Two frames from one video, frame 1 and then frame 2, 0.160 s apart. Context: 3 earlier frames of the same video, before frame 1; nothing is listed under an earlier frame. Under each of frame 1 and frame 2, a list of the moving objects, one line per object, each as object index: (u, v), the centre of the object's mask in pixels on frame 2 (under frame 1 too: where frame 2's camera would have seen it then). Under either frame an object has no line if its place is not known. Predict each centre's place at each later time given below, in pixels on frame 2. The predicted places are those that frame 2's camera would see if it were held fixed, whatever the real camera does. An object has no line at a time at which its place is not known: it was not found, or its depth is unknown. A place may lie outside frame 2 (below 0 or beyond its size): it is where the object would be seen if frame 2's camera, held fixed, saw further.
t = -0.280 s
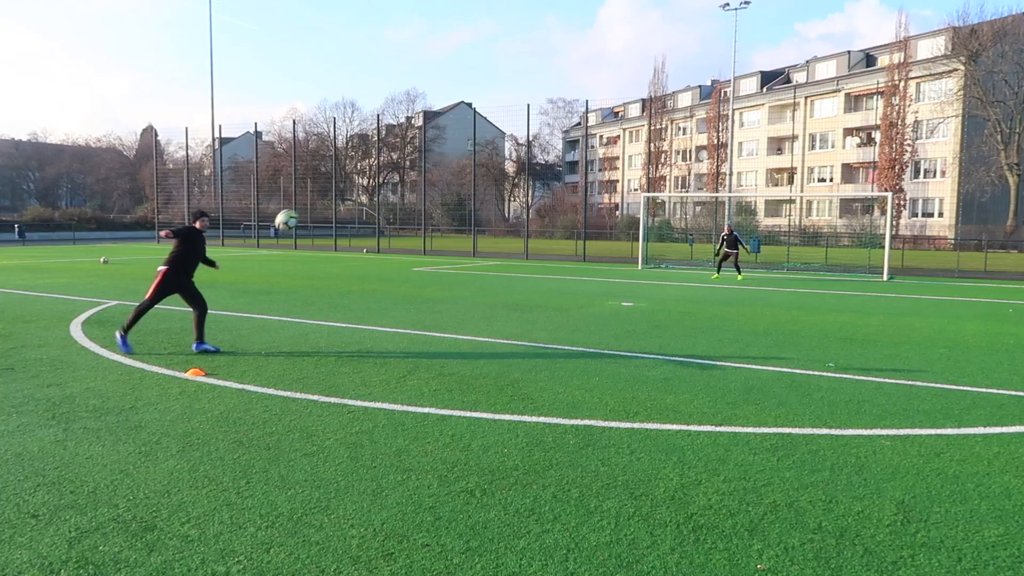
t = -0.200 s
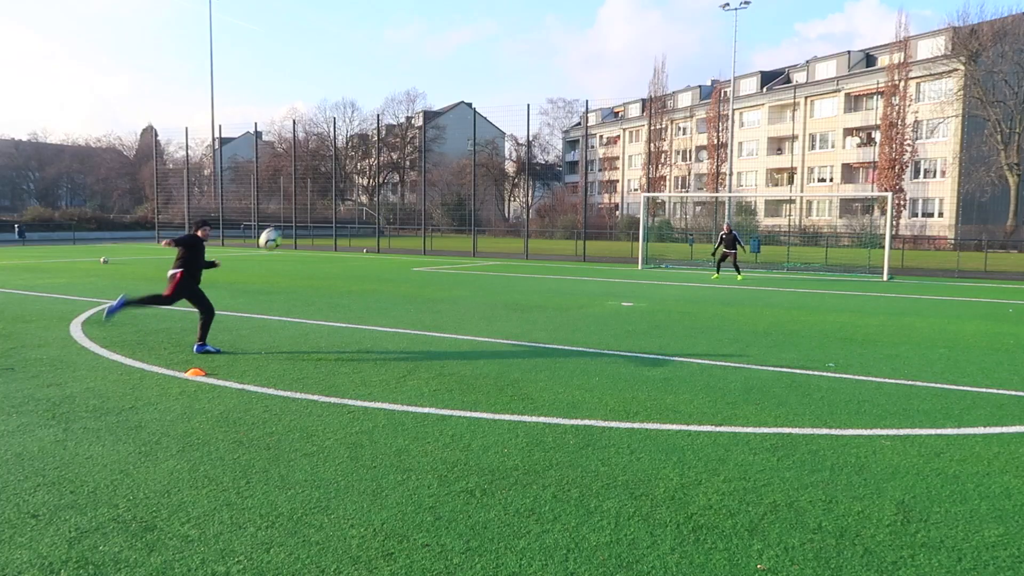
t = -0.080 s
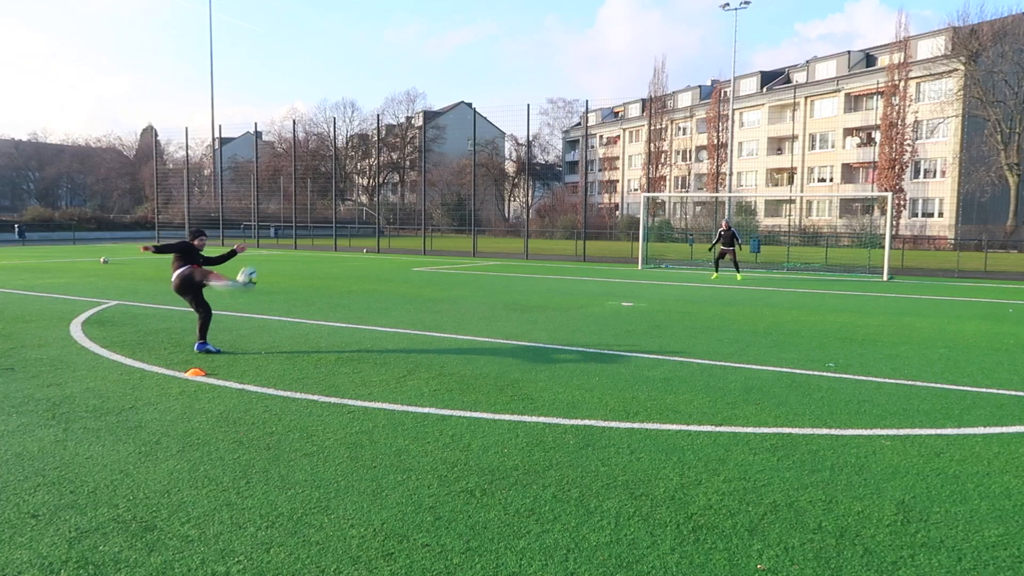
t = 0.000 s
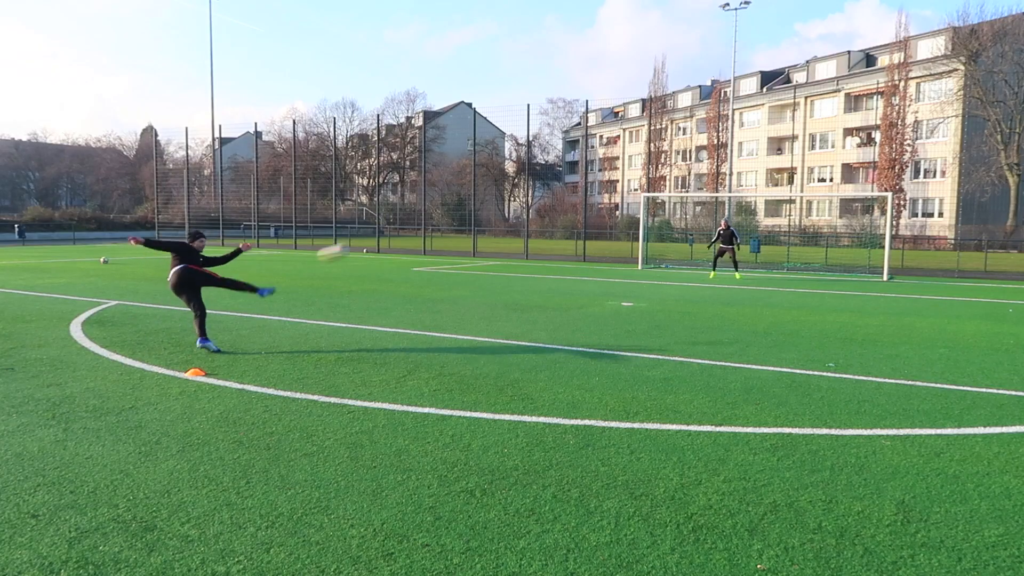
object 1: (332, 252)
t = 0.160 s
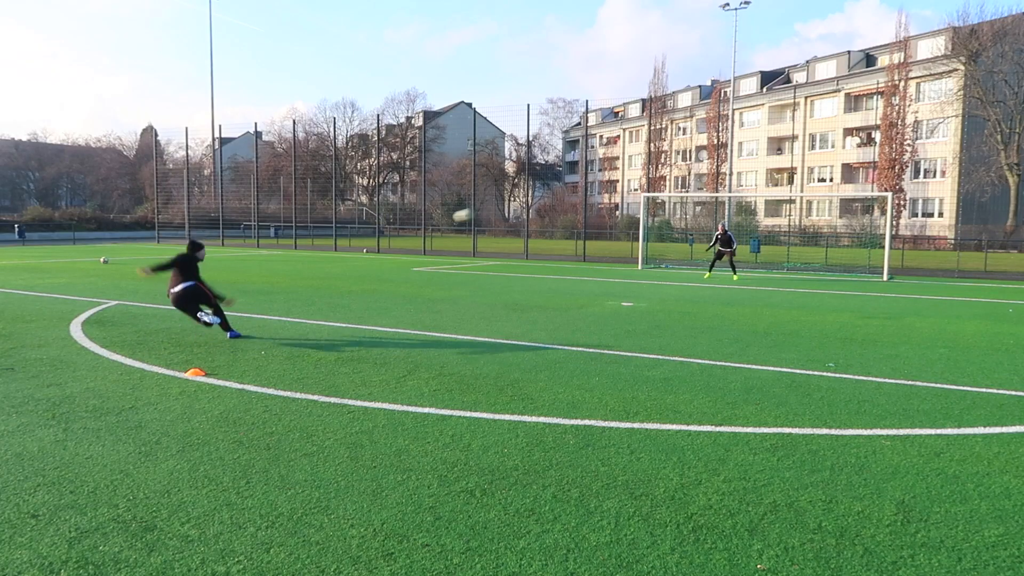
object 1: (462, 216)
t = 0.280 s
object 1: (522, 201)
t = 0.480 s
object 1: (585, 191)
